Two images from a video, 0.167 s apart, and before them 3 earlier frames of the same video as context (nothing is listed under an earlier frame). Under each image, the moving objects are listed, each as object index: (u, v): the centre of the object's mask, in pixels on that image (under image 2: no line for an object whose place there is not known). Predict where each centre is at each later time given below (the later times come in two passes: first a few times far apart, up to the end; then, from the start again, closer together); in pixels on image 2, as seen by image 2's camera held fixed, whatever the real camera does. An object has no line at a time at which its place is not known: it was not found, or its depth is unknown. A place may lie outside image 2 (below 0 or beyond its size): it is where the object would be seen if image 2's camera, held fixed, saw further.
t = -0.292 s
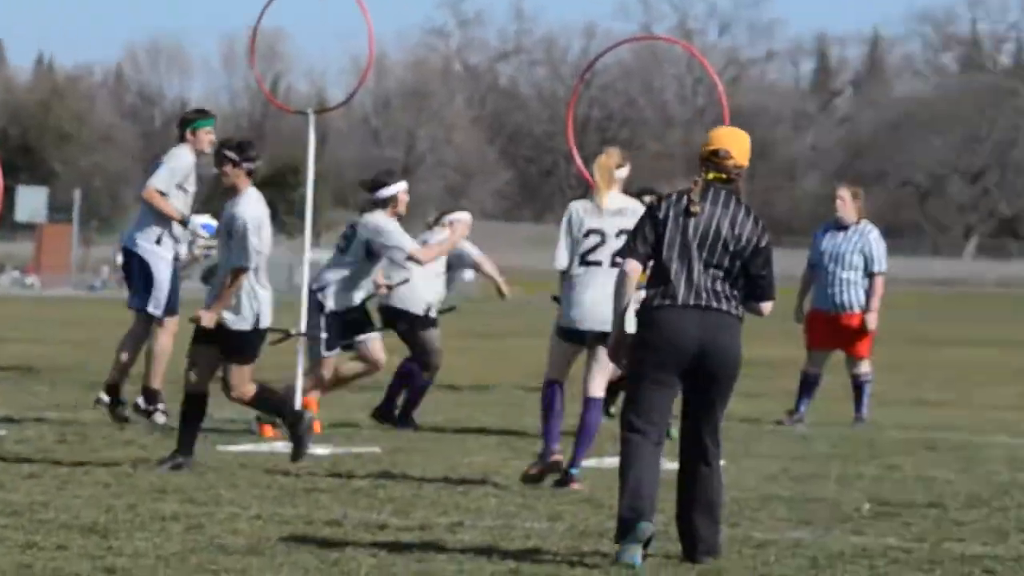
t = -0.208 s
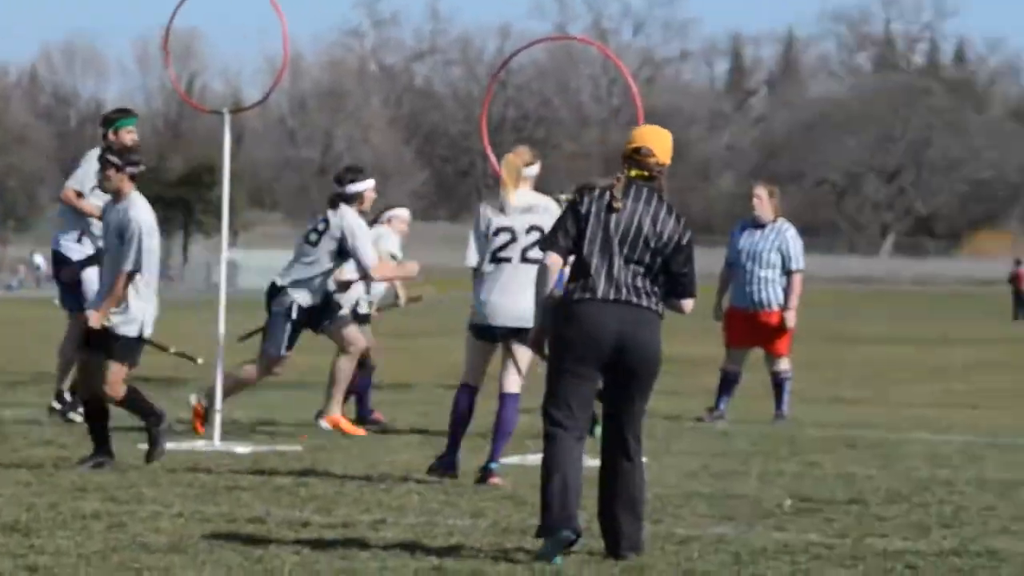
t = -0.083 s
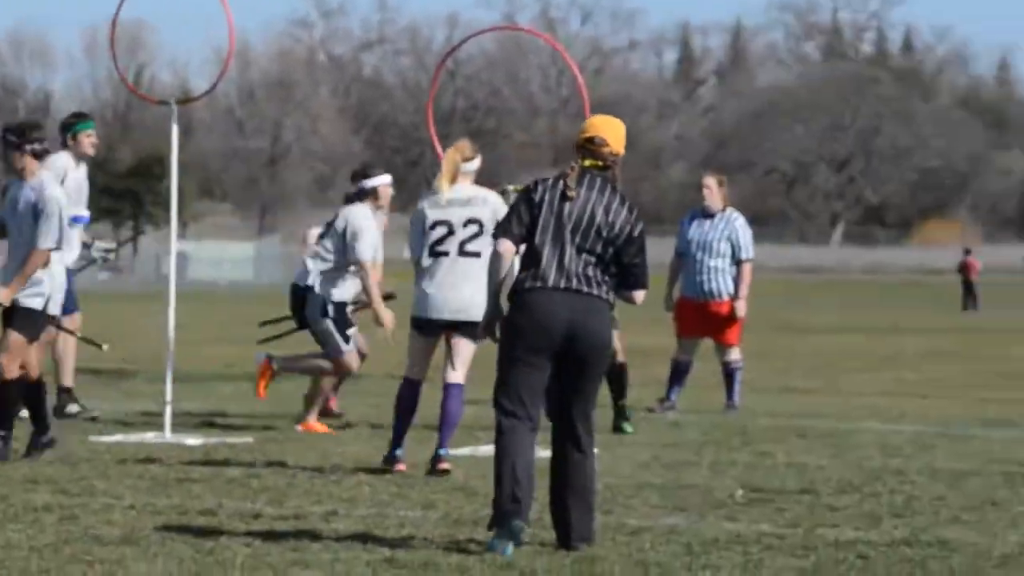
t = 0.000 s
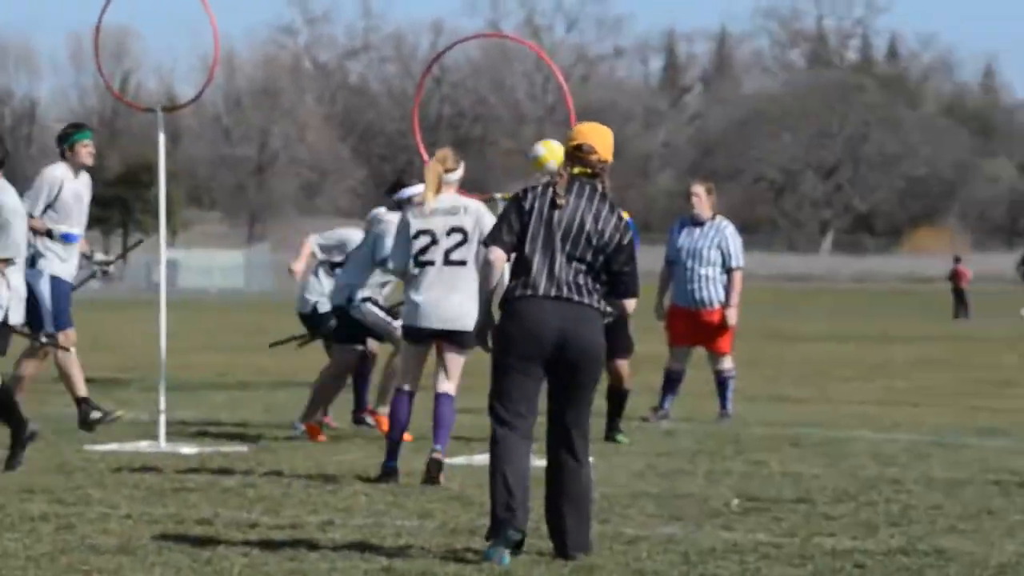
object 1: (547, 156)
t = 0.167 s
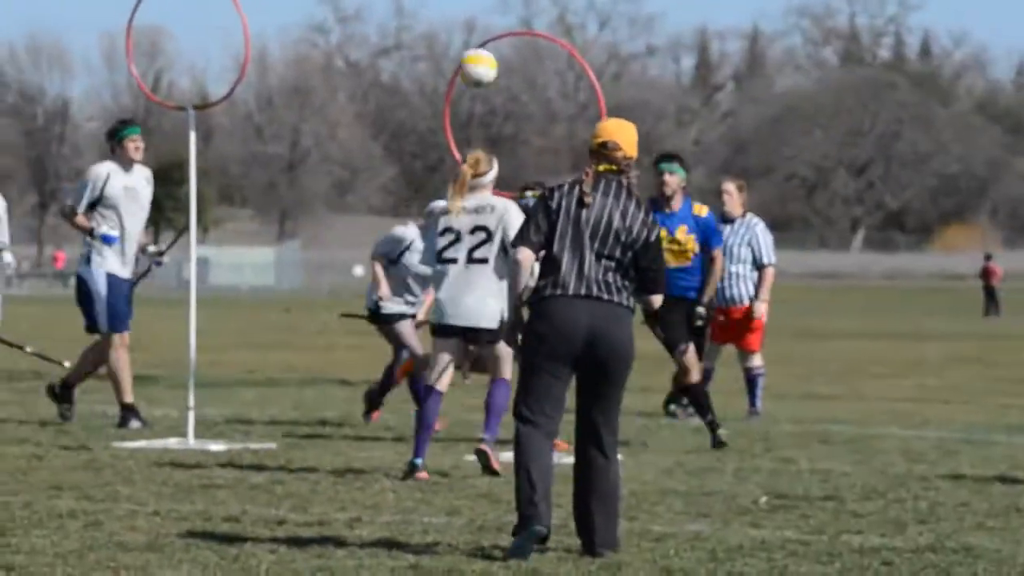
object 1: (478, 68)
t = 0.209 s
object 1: (451, 52)
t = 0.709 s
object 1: (34, 151)
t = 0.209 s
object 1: (451, 52)
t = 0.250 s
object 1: (422, 41)
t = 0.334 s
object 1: (360, 27)
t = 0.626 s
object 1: (108, 93)
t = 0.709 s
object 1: (34, 151)
